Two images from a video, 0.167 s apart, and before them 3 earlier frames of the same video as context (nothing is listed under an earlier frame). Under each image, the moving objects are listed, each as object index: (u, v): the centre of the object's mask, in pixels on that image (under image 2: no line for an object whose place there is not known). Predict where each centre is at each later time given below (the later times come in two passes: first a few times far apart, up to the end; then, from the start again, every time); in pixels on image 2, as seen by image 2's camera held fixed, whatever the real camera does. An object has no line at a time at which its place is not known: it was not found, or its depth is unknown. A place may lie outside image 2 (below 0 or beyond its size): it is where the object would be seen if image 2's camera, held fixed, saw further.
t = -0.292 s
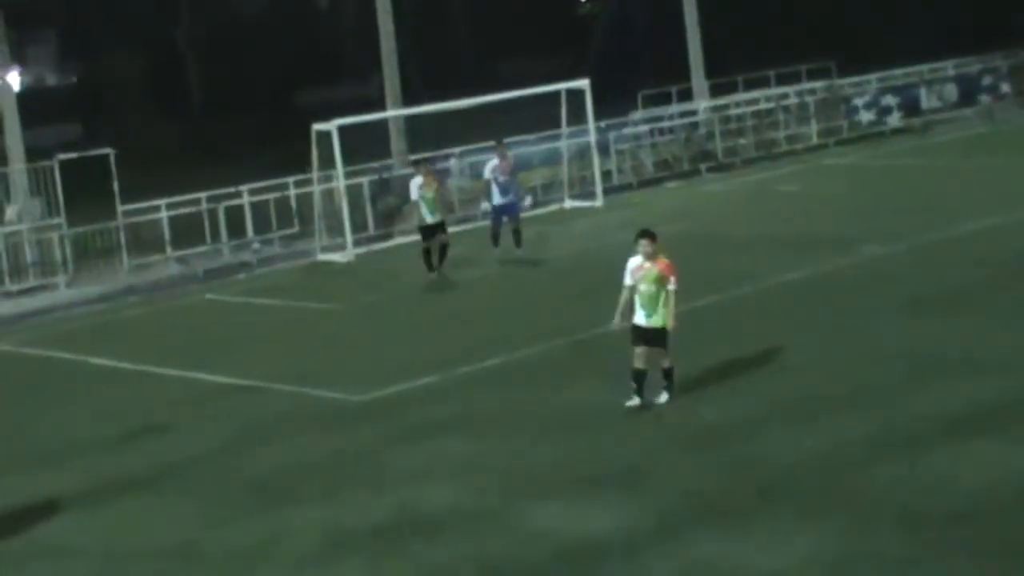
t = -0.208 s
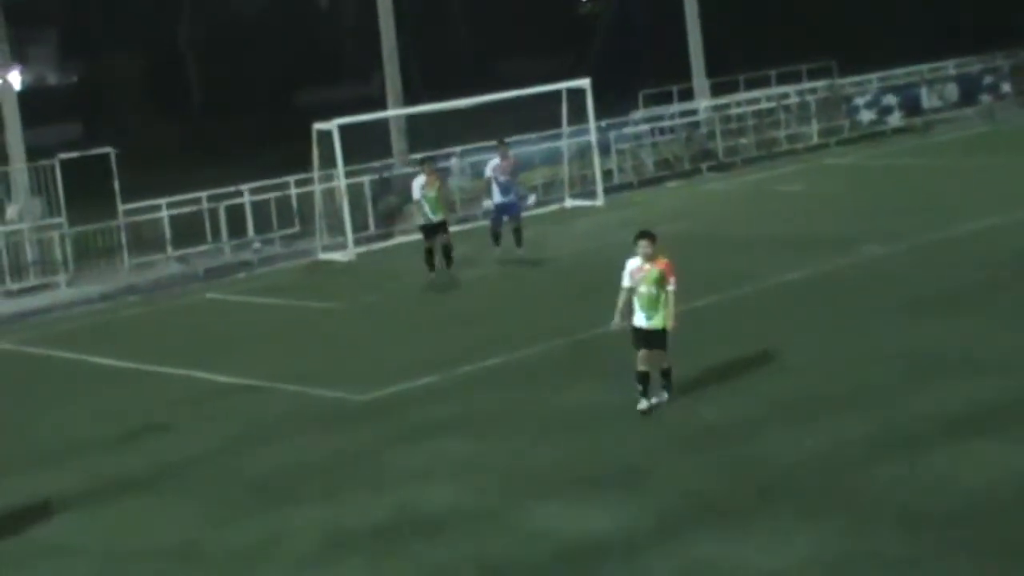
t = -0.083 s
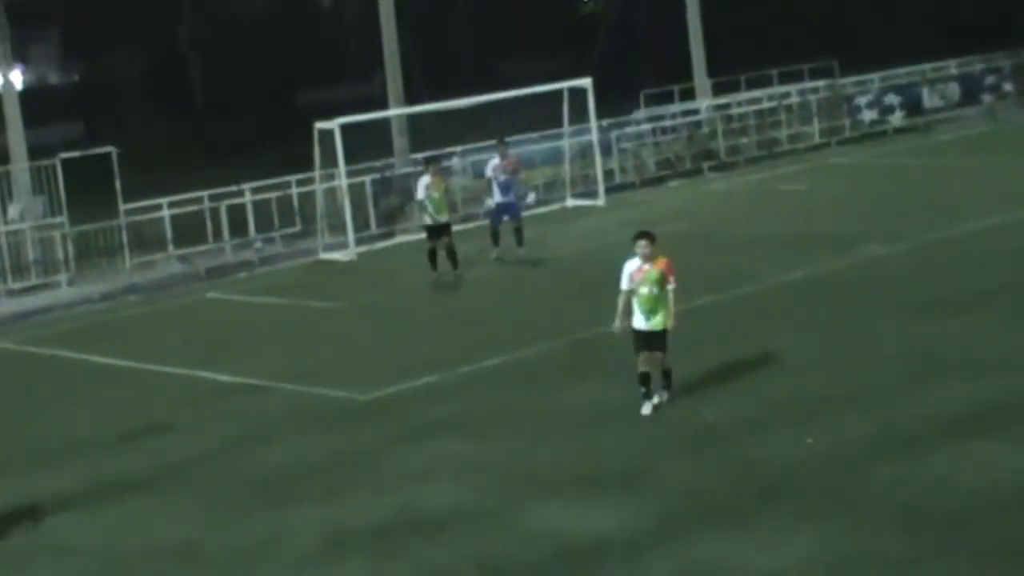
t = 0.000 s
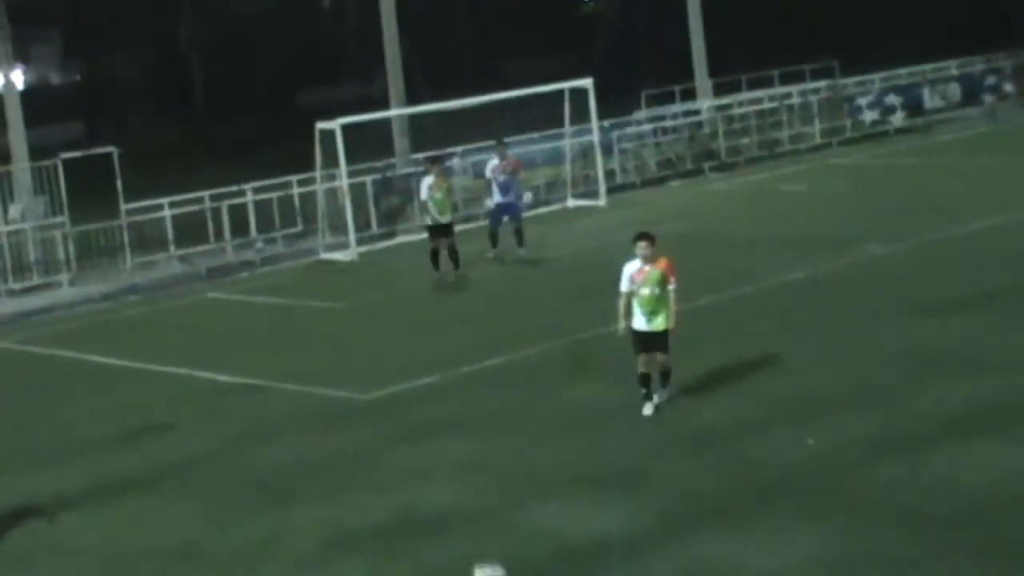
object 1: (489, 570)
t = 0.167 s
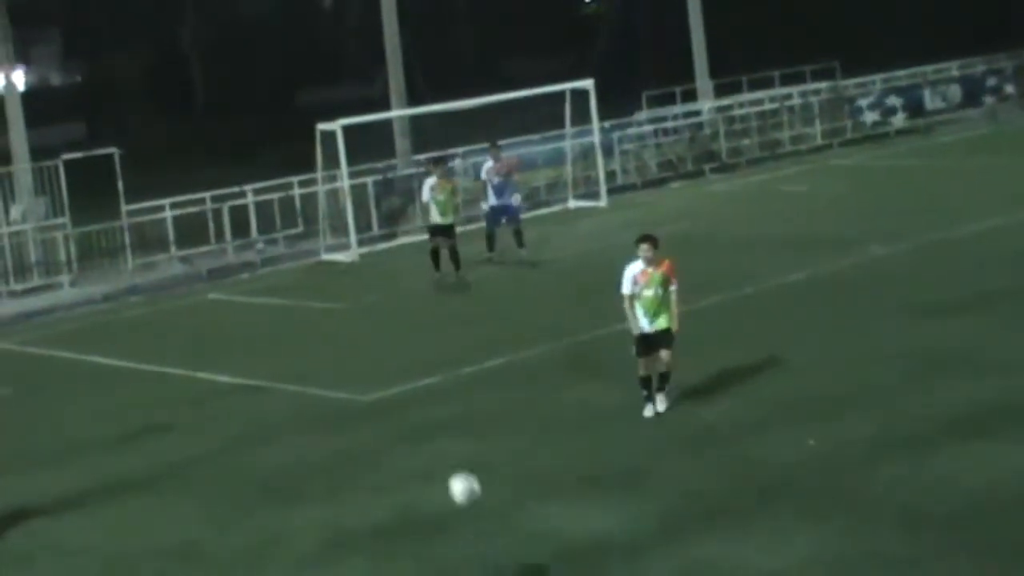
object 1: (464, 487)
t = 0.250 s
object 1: (446, 455)
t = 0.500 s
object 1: (430, 456)
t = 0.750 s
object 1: (412, 398)
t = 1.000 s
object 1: (401, 368)
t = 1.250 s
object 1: (389, 343)
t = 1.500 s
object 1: (381, 328)
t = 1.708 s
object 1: (374, 311)
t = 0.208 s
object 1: (452, 462)
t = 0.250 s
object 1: (446, 455)
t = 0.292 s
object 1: (443, 449)
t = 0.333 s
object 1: (439, 446)
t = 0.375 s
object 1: (437, 445)
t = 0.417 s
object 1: (435, 447)
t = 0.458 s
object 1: (432, 450)
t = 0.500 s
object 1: (430, 456)
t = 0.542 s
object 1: (428, 462)
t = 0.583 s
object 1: (427, 463)
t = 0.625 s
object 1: (423, 443)
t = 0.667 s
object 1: (419, 426)
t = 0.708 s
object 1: (415, 410)
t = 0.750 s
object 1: (412, 398)
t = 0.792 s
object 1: (411, 387)
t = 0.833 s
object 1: (408, 379)
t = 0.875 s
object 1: (406, 374)
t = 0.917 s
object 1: (404, 370)
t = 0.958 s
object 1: (402, 369)
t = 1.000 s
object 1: (401, 368)
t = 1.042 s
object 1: (400, 369)
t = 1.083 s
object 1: (399, 371)
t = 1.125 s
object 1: (397, 376)
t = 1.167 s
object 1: (396, 373)
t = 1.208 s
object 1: (391, 352)
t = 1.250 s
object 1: (389, 343)
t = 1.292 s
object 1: (386, 337)
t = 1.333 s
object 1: (384, 331)
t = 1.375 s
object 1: (384, 328)
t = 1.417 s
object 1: (382, 327)
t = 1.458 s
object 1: (382, 326)
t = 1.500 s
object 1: (381, 328)
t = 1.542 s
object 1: (380, 330)
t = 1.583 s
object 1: (378, 329)
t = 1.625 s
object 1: (376, 321)
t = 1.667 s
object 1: (376, 314)
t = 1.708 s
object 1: (374, 311)
